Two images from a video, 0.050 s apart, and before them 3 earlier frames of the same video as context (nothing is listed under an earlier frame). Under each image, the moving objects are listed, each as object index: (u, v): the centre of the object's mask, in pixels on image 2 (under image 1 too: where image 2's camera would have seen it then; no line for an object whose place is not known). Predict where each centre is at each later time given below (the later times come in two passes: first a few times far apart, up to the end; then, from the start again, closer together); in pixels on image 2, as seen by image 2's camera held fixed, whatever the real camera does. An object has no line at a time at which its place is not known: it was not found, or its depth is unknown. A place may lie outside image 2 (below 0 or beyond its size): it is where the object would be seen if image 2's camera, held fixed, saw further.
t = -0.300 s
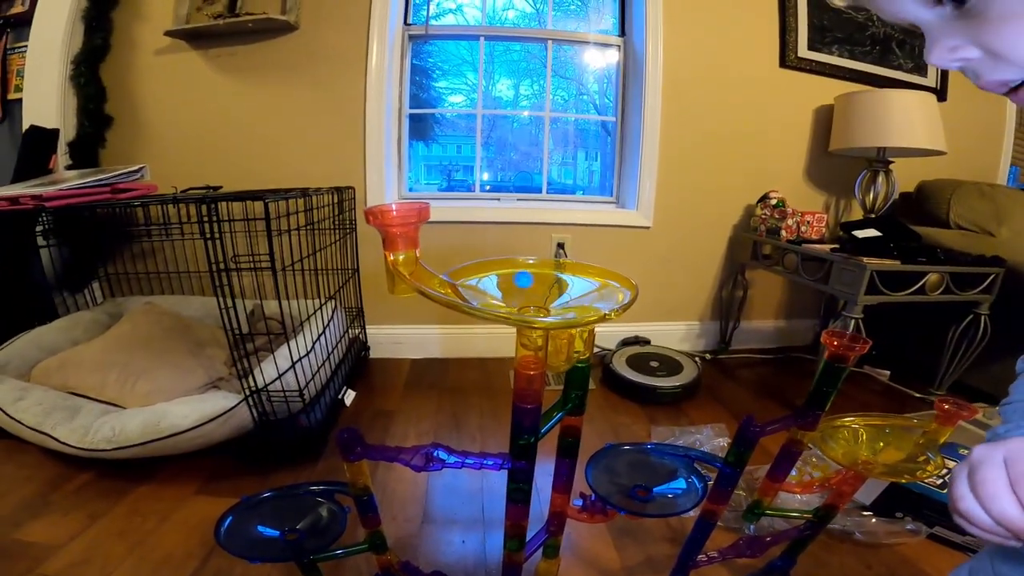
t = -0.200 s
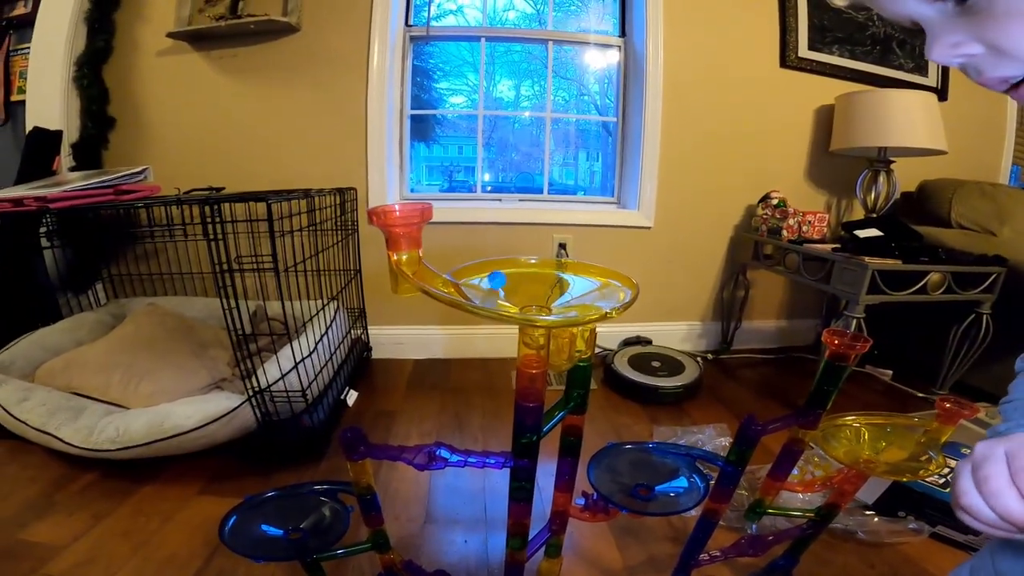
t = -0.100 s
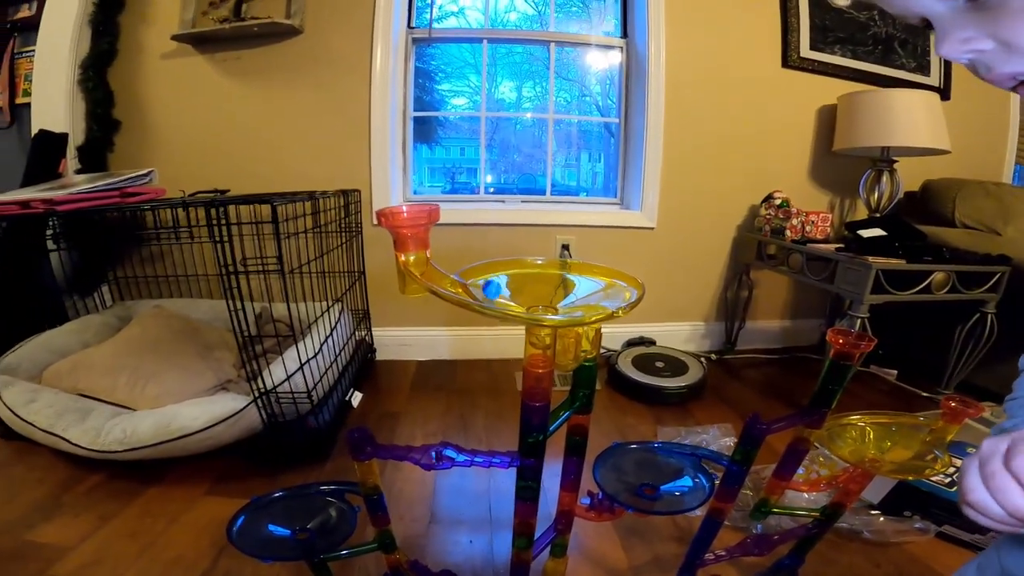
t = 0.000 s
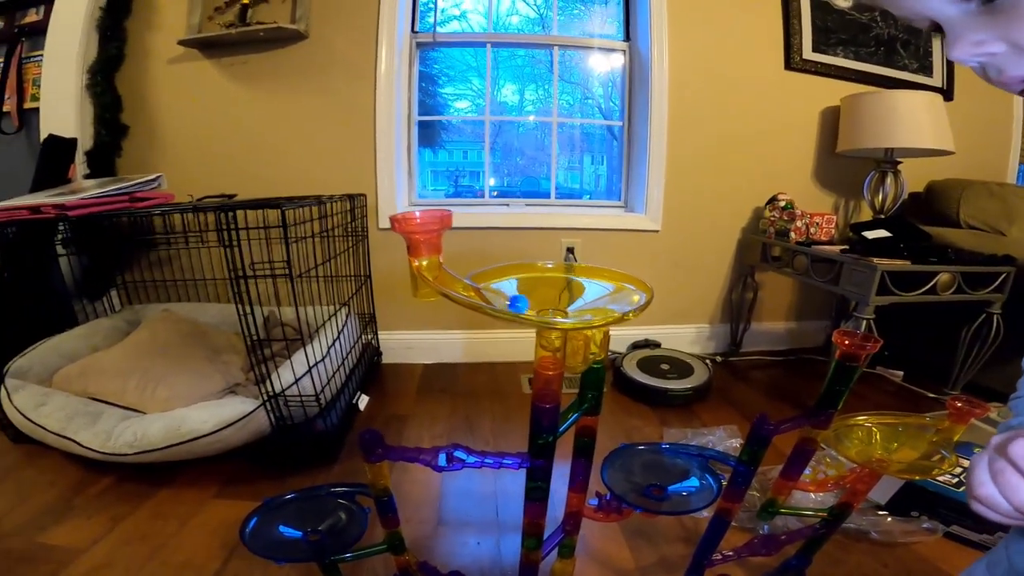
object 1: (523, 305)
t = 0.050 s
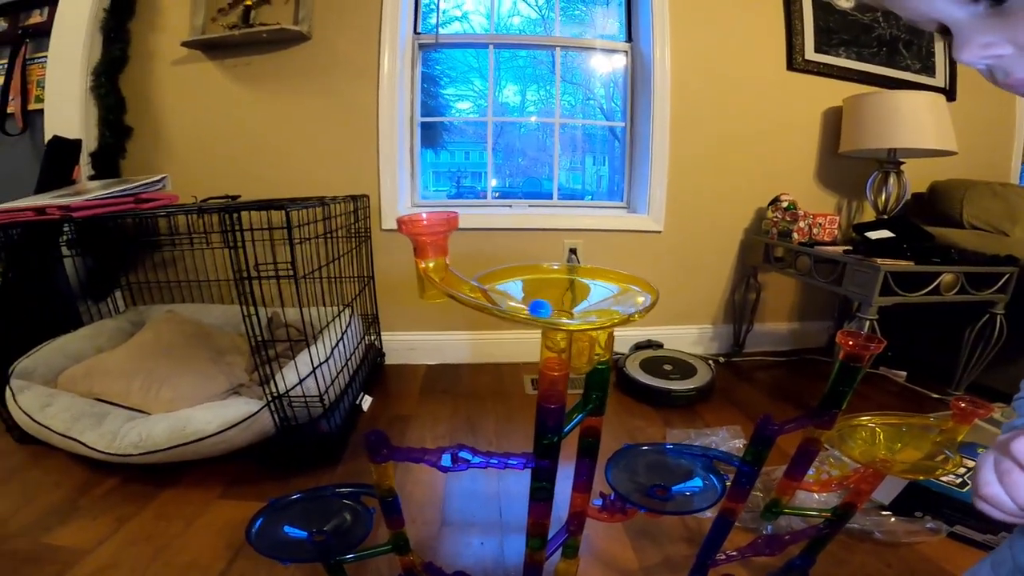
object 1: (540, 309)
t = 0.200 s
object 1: (596, 311)
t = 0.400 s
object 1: (596, 300)
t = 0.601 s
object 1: (530, 290)
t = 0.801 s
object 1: (522, 304)
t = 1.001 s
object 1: (579, 310)
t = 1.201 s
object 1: (577, 293)
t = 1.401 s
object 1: (520, 295)
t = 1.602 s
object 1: (538, 311)
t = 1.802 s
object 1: (582, 307)
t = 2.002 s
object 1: (541, 294)
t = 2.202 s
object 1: (522, 308)
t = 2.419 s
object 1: (590, 311)
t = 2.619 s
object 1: (562, 299)
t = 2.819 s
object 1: (535, 310)
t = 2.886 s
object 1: (551, 315)
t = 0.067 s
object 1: (547, 310)
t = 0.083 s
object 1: (553, 310)
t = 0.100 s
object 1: (560, 310)
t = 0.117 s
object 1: (567, 311)
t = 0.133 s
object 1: (573, 312)
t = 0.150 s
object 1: (579, 312)
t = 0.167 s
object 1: (585, 312)
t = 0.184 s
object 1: (591, 311)
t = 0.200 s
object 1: (596, 311)
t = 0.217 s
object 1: (600, 310)
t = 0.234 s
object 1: (603, 310)
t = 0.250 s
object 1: (605, 308)
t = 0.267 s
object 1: (607, 307)
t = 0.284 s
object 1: (608, 306)
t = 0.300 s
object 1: (608, 305)
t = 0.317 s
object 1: (608, 305)
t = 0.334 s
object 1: (607, 303)
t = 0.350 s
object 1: (606, 302)
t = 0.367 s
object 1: (604, 302)
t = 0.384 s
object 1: (601, 301)
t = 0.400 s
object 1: (596, 300)
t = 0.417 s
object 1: (591, 299)
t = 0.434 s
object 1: (586, 298)
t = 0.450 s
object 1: (581, 297)
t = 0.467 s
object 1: (575, 296)
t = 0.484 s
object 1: (569, 295)
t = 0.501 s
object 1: (562, 294)
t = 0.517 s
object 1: (556, 293)
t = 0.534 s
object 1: (550, 292)
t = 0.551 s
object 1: (544, 291)
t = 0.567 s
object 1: (539, 291)
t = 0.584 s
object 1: (534, 290)
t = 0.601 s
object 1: (530, 290)
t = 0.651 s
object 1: (519, 291)
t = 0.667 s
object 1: (517, 292)
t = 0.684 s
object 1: (515, 293)
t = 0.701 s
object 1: (514, 294)
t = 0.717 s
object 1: (514, 296)
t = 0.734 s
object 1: (514, 297)
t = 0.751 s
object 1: (515, 299)
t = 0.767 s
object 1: (517, 301)
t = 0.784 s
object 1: (520, 303)
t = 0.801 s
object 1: (522, 304)
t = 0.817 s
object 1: (526, 306)
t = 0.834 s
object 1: (529, 307)
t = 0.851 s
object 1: (534, 308)
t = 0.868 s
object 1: (538, 310)
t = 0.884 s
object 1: (544, 311)
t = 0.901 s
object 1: (549, 311)
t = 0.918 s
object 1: (554, 312)
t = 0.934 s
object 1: (560, 312)
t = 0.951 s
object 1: (565, 312)
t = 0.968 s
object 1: (570, 311)
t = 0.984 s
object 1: (574, 311)
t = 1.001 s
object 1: (579, 310)
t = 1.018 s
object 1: (582, 309)
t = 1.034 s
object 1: (585, 308)
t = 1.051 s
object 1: (588, 306)
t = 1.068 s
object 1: (590, 305)
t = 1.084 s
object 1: (591, 303)
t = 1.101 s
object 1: (591, 302)
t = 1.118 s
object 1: (590, 301)
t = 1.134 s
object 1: (589, 299)
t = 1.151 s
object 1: (587, 297)
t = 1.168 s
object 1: (584, 296)
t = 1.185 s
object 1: (581, 295)
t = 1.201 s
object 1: (577, 293)
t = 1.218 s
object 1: (573, 292)
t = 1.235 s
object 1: (568, 292)
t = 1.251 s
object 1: (563, 292)
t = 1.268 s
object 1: (558, 291)
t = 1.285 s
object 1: (552, 291)
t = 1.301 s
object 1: (547, 291)
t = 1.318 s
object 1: (541, 291)
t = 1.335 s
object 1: (536, 291)
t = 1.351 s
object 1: (531, 292)
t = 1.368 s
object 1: (527, 293)
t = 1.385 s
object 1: (524, 294)
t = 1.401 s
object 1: (520, 295)
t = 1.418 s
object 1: (518, 296)
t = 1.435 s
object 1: (516, 298)
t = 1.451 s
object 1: (515, 300)
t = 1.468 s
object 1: (515, 301)
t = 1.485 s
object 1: (515, 303)
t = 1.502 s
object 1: (516, 304)
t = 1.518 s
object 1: (518, 306)
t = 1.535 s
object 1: (522, 307)
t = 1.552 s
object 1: (525, 309)
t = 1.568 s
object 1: (529, 309)
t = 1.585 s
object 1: (533, 310)
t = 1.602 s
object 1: (538, 311)
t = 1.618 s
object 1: (543, 311)
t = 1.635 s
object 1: (548, 312)
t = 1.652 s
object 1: (553, 312)
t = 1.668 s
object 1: (558, 312)
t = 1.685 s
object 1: (562, 312)
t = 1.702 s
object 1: (567, 312)
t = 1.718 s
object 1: (571, 311)
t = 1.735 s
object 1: (575, 310)
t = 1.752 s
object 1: (578, 309)
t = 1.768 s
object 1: (580, 308)
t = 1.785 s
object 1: (582, 308)
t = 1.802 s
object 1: (582, 307)
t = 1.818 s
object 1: (582, 306)
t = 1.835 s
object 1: (581, 305)
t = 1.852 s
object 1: (580, 303)
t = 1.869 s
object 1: (577, 302)
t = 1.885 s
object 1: (574, 301)
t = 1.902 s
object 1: (571, 300)
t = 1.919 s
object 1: (567, 298)
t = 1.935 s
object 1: (562, 298)
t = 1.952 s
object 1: (556, 296)
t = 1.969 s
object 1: (551, 295)
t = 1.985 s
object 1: (546, 294)
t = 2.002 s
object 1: (541, 294)
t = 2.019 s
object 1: (536, 294)
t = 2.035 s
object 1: (532, 294)
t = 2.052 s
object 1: (527, 294)
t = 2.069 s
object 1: (524, 295)
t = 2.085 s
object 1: (521, 296)
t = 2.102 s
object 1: (519, 297)
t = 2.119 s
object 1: (518, 299)
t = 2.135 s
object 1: (517, 300)
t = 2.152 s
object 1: (517, 302)
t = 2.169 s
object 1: (518, 304)
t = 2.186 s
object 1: (519, 306)
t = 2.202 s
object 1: (522, 308)
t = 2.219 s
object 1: (525, 309)
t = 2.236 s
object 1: (530, 311)
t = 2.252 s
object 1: (535, 313)
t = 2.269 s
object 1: (540, 313)
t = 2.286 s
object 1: (547, 314)
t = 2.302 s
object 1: (553, 315)
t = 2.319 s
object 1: (559, 315)
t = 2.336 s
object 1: (566, 315)
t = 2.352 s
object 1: (572, 315)
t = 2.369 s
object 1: (577, 314)
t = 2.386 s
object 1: (582, 313)
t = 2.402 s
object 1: (586, 312)
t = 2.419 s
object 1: (590, 311)
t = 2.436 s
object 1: (592, 309)
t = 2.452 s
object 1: (593, 307)
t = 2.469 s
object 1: (594, 306)
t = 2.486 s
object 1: (593, 305)
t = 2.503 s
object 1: (591, 303)
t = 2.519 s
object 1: (589, 302)
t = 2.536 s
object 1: (586, 301)
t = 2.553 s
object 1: (582, 300)
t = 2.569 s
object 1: (578, 299)
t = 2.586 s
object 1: (573, 299)
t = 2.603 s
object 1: (567, 299)
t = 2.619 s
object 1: (562, 299)
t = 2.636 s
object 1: (557, 299)
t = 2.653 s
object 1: (551, 299)
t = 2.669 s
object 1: (547, 300)
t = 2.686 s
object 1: (542, 301)
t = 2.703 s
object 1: (539, 301)
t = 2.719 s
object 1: (535, 302)
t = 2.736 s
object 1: (533, 304)
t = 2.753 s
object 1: (531, 305)
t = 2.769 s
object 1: (531, 306)
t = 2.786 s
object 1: (531, 307)
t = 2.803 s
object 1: (533, 309)
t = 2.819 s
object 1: (535, 310)
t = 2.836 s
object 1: (538, 312)
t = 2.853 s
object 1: (542, 313)
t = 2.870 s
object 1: (546, 314)
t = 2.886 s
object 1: (551, 315)
